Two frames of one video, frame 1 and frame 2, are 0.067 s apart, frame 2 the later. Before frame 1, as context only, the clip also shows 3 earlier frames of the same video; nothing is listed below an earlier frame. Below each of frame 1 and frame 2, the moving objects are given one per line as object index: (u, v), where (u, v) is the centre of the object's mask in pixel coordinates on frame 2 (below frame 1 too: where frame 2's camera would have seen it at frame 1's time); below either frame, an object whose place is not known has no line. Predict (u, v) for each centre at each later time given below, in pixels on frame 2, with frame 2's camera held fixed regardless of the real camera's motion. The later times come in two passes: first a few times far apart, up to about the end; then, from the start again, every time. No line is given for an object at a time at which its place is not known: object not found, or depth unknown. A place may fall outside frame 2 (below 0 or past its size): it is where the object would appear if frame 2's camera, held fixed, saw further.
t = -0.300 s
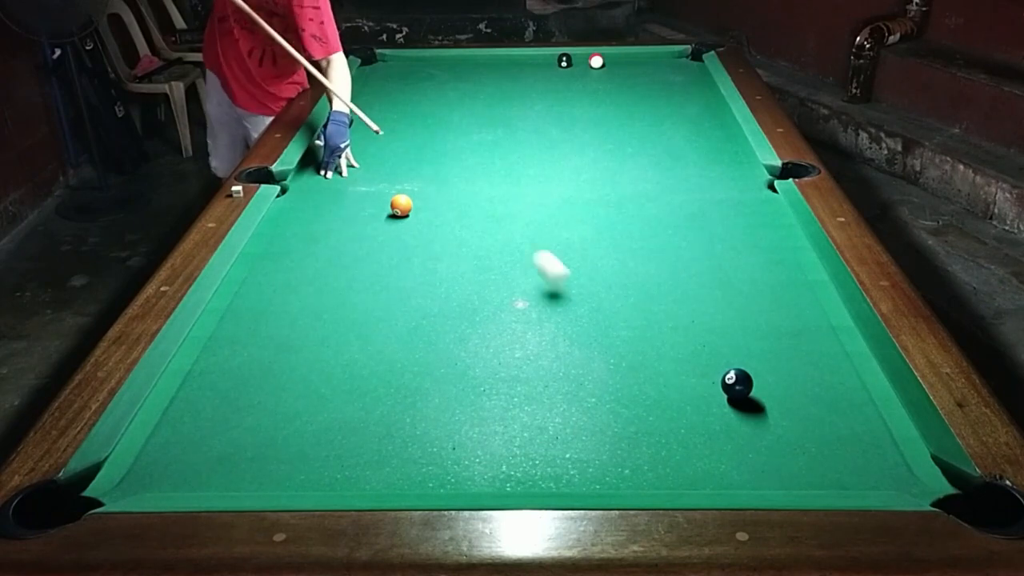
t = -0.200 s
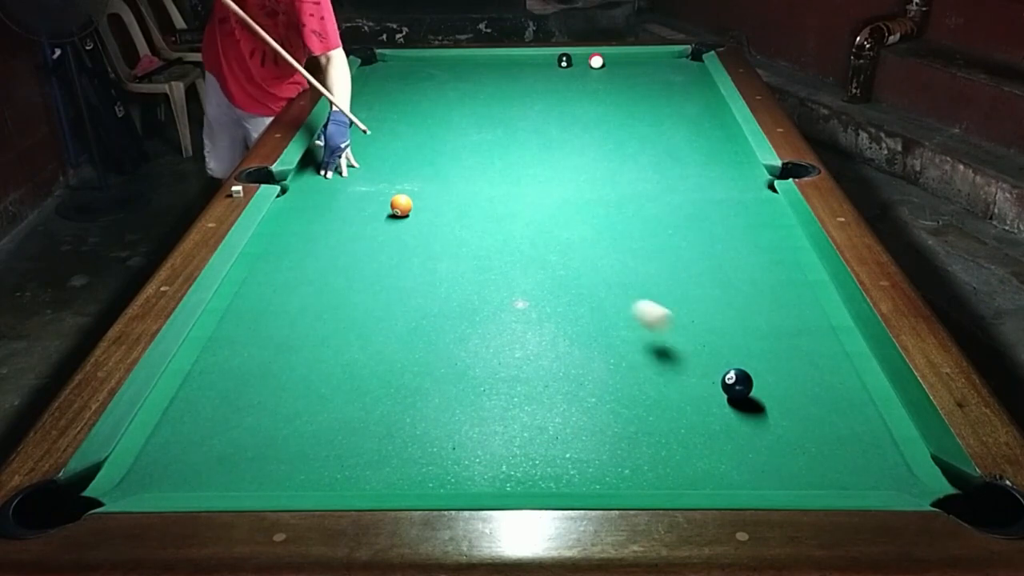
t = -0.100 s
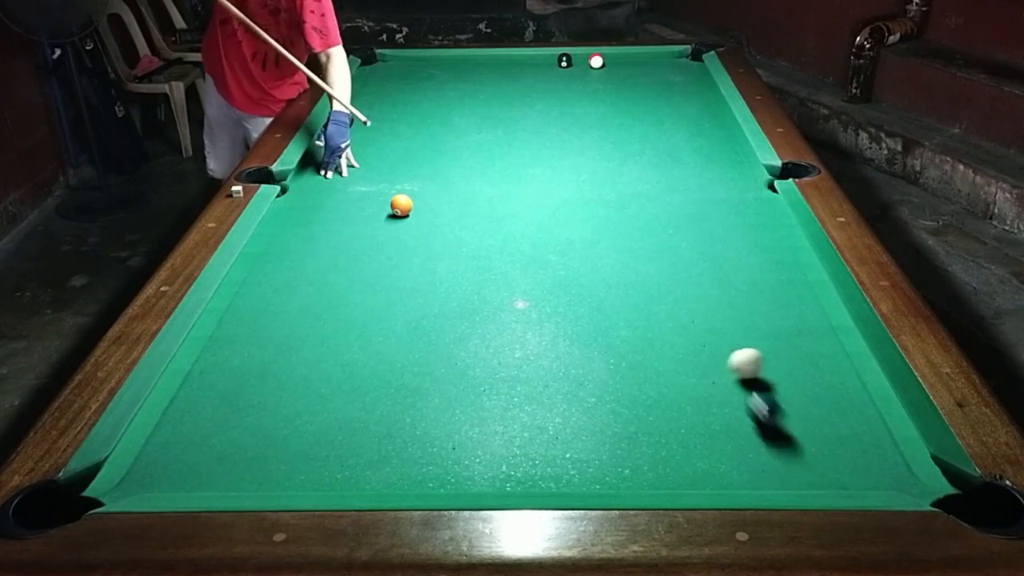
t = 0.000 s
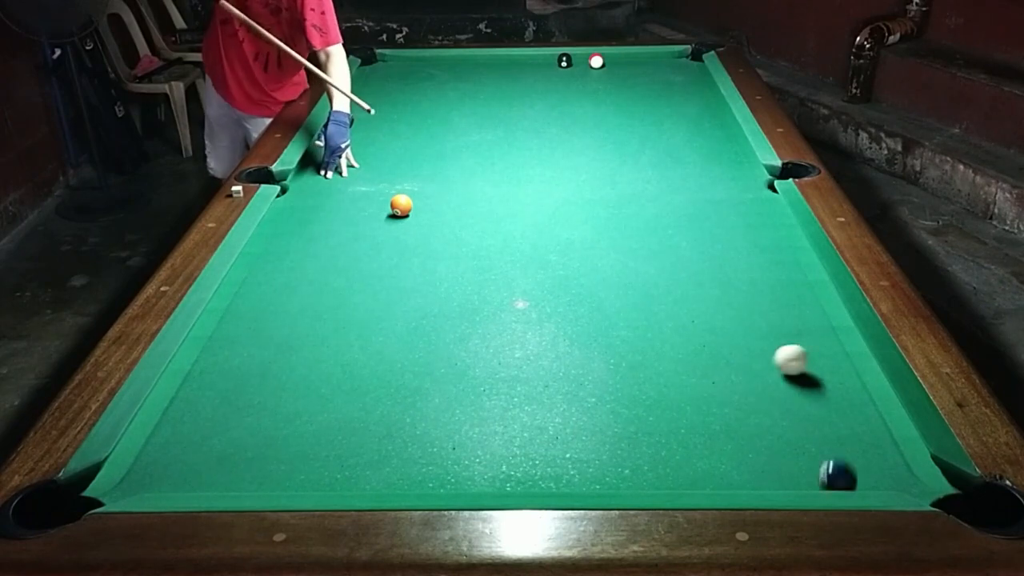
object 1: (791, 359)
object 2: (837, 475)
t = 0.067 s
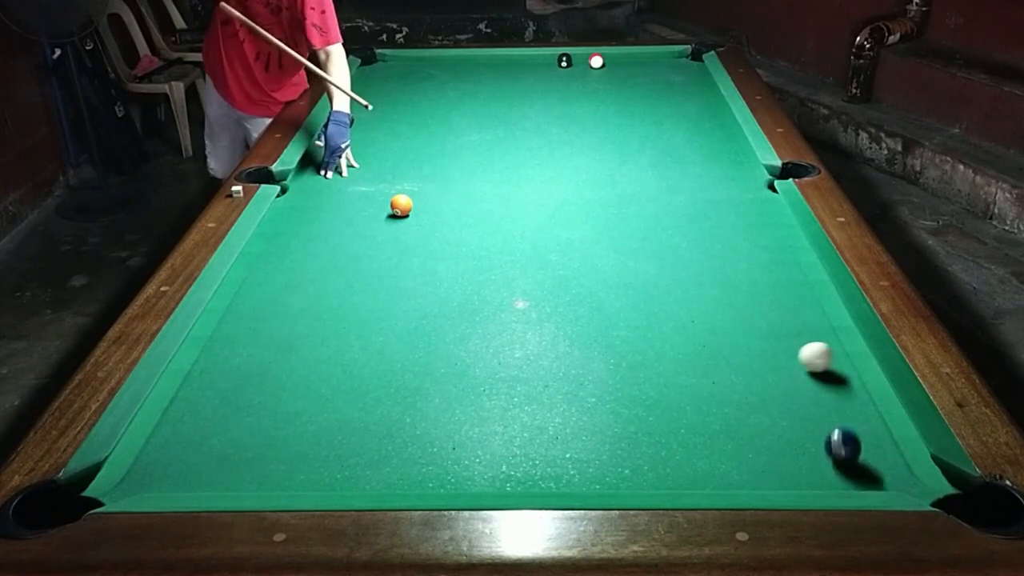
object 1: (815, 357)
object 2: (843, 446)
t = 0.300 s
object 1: (826, 350)
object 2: (860, 363)
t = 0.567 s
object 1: (749, 327)
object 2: (792, 320)
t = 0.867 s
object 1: (674, 304)
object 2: (730, 280)
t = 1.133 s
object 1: (614, 288)
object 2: (684, 250)
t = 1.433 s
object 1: (555, 270)
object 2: (639, 223)
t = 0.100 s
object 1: (827, 356)
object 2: (845, 432)
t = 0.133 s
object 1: (839, 354)
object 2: (848, 419)
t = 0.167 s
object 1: (851, 353)
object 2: (850, 407)
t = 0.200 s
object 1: (848, 353)
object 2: (852, 395)
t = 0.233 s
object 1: (842, 352)
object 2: (855, 382)
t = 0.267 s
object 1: (834, 351)
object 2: (856, 371)
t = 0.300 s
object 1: (826, 350)
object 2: (860, 363)
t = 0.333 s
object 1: (815, 347)
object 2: (850, 357)
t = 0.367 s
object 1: (805, 344)
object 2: (841, 351)
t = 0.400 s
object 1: (795, 341)
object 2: (833, 346)
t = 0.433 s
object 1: (786, 338)
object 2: (824, 340)
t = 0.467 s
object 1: (777, 335)
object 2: (816, 336)
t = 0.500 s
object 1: (768, 332)
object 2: (807, 329)
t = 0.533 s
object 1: (758, 330)
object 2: (800, 325)
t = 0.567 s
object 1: (749, 327)
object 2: (792, 320)
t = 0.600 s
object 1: (740, 324)
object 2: (785, 315)
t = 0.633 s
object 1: (731, 322)
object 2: (778, 310)
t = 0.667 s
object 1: (723, 319)
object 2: (770, 306)
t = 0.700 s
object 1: (714, 317)
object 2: (764, 301)
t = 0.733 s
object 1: (706, 314)
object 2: (756, 297)
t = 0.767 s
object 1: (698, 312)
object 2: (750, 292)
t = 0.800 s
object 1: (690, 309)
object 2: (743, 288)
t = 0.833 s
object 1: (681, 307)
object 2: (737, 284)
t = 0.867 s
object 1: (674, 304)
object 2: (730, 280)
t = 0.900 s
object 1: (665, 302)
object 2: (724, 276)
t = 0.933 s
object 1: (658, 300)
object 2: (718, 272)
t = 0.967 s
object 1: (650, 298)
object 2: (712, 268)
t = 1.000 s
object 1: (643, 296)
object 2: (707, 265)
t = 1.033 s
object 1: (635, 294)
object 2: (700, 261)
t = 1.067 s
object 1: (628, 291)
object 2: (695, 257)
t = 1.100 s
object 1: (621, 289)
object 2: (690, 254)
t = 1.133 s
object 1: (614, 288)
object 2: (684, 250)
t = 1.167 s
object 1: (607, 285)
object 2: (679, 247)
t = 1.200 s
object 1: (600, 283)
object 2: (674, 244)
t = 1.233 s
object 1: (594, 281)
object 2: (668, 241)
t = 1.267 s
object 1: (587, 279)
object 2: (663, 238)
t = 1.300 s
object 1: (580, 278)
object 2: (659, 234)
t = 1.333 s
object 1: (574, 275)
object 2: (654, 231)
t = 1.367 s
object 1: (567, 274)
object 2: (649, 228)
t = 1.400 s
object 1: (561, 272)
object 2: (644, 225)
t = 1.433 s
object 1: (555, 270)
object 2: (639, 223)
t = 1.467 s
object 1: (549, 268)
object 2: (635, 220)
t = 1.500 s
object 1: (543, 266)
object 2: (631, 217)
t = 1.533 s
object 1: (537, 265)
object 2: (626, 214)
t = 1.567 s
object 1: (531, 263)
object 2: (622, 212)
